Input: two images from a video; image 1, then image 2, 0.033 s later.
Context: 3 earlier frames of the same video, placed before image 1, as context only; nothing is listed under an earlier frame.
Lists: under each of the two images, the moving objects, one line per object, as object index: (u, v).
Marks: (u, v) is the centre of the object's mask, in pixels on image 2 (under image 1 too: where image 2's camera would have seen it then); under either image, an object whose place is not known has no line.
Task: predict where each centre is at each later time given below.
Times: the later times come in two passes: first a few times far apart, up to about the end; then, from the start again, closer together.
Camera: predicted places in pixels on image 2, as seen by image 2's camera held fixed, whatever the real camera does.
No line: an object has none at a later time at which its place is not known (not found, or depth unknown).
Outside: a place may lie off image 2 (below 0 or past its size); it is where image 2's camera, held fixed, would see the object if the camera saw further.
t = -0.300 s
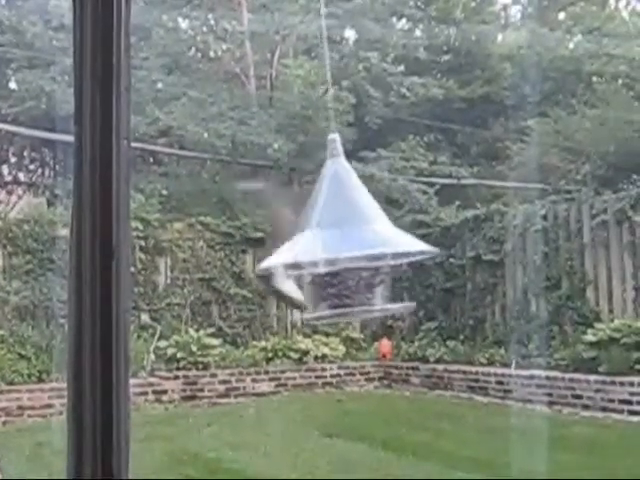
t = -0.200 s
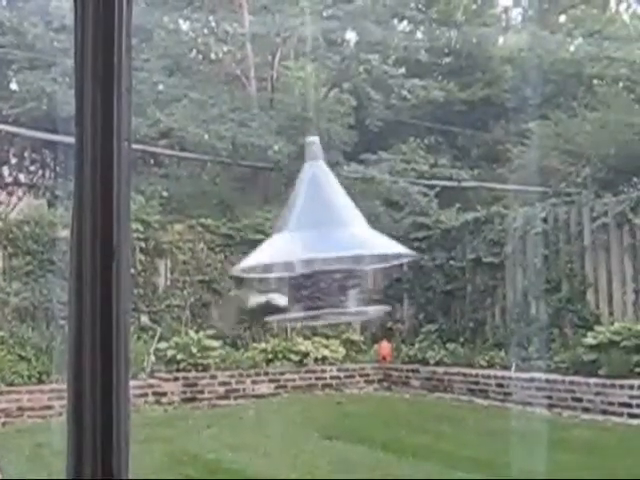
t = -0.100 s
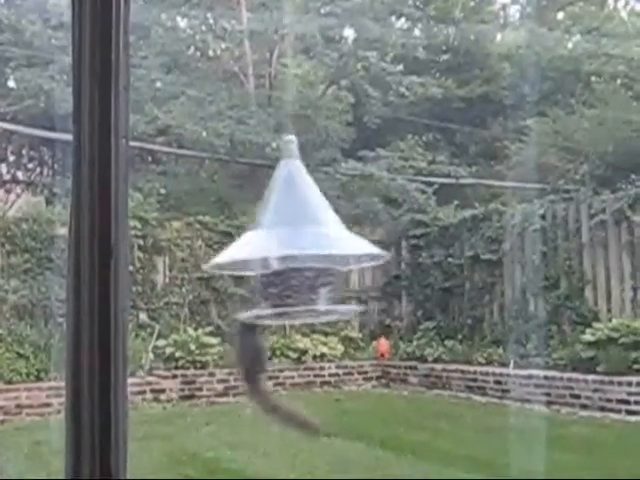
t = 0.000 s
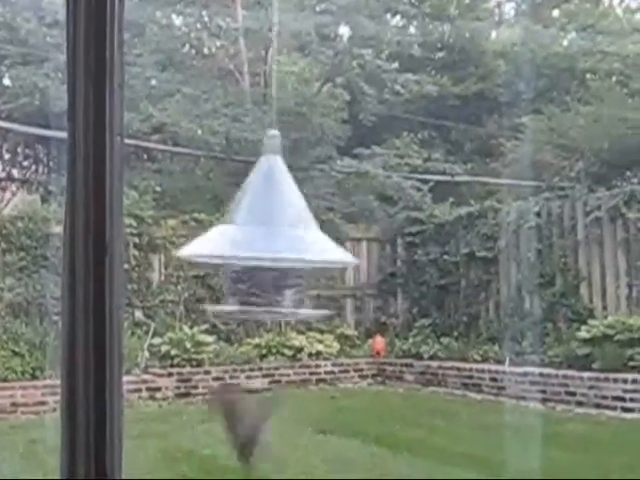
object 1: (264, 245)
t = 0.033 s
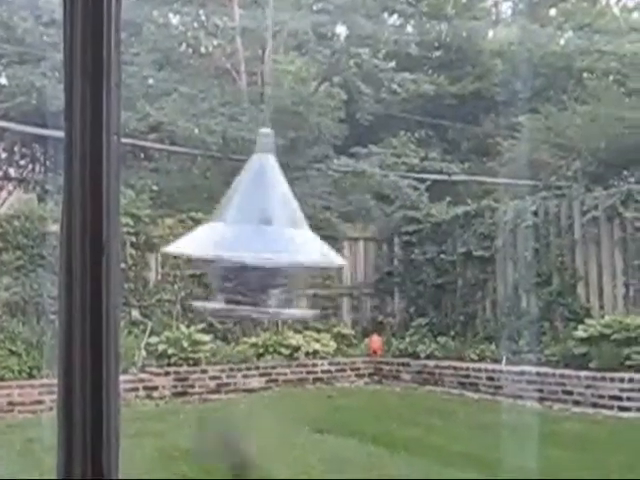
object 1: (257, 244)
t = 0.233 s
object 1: (213, 243)
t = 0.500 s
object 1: (186, 239)
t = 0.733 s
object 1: (193, 238)
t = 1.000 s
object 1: (234, 244)
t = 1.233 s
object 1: (290, 243)
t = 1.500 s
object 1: (348, 240)
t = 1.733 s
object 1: (377, 235)
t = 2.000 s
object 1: (373, 235)
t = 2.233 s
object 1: (341, 240)
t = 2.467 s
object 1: (285, 243)
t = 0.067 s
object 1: (250, 243)
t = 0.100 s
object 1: (242, 243)
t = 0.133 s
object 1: (235, 241)
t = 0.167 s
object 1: (227, 240)
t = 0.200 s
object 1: (220, 242)
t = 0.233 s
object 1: (213, 243)
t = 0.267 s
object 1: (209, 243)
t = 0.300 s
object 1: (203, 242)
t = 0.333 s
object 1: (198, 241)
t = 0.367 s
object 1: (195, 240)
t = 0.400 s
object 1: (191, 239)
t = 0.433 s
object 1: (188, 239)
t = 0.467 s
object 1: (187, 239)
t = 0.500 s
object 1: (186, 239)
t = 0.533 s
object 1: (185, 238)
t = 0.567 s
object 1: (185, 237)
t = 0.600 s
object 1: (185, 237)
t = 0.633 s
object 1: (186, 238)
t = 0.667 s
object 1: (187, 238)
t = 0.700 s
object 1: (190, 238)
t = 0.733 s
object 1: (193, 238)
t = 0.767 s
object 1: (196, 238)
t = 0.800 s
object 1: (200, 239)
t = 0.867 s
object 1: (210, 242)
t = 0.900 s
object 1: (215, 243)
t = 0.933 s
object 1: (221, 243)
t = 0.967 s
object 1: (228, 244)
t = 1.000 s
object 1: (234, 244)
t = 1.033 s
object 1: (242, 244)
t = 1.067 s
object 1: (249, 244)
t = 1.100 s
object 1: (257, 244)
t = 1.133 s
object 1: (265, 244)
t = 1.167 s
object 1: (273, 243)
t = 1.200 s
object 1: (282, 243)
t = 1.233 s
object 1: (290, 243)
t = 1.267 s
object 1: (299, 242)
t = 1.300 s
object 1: (306, 243)
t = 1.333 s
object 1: (314, 242)
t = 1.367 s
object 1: (321, 243)
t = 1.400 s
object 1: (328, 242)
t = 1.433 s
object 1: (335, 242)
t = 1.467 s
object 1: (341, 241)
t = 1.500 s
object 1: (348, 240)
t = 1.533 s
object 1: (353, 240)
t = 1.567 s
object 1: (358, 239)
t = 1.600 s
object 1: (363, 238)
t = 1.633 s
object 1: (368, 238)
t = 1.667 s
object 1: (372, 236)
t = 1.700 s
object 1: (375, 236)
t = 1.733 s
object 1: (377, 235)
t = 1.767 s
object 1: (379, 235)
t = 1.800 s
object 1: (380, 234)
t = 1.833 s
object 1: (380, 234)
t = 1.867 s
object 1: (380, 234)
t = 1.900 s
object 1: (379, 234)
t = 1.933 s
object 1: (378, 235)
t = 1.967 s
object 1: (376, 235)
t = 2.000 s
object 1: (373, 235)
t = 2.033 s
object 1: (371, 236)
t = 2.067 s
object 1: (367, 237)
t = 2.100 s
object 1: (362, 237)
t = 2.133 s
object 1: (358, 238)
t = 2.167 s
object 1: (353, 238)
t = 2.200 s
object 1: (347, 238)
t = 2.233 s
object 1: (341, 240)
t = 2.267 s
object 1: (333, 240)
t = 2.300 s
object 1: (326, 241)
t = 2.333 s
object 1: (318, 243)
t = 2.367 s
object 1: (310, 243)
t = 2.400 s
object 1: (302, 243)
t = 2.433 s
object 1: (294, 244)
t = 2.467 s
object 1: (285, 243)
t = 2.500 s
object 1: (277, 243)
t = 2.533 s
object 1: (270, 243)
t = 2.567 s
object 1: (262, 243)
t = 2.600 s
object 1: (254, 242)
